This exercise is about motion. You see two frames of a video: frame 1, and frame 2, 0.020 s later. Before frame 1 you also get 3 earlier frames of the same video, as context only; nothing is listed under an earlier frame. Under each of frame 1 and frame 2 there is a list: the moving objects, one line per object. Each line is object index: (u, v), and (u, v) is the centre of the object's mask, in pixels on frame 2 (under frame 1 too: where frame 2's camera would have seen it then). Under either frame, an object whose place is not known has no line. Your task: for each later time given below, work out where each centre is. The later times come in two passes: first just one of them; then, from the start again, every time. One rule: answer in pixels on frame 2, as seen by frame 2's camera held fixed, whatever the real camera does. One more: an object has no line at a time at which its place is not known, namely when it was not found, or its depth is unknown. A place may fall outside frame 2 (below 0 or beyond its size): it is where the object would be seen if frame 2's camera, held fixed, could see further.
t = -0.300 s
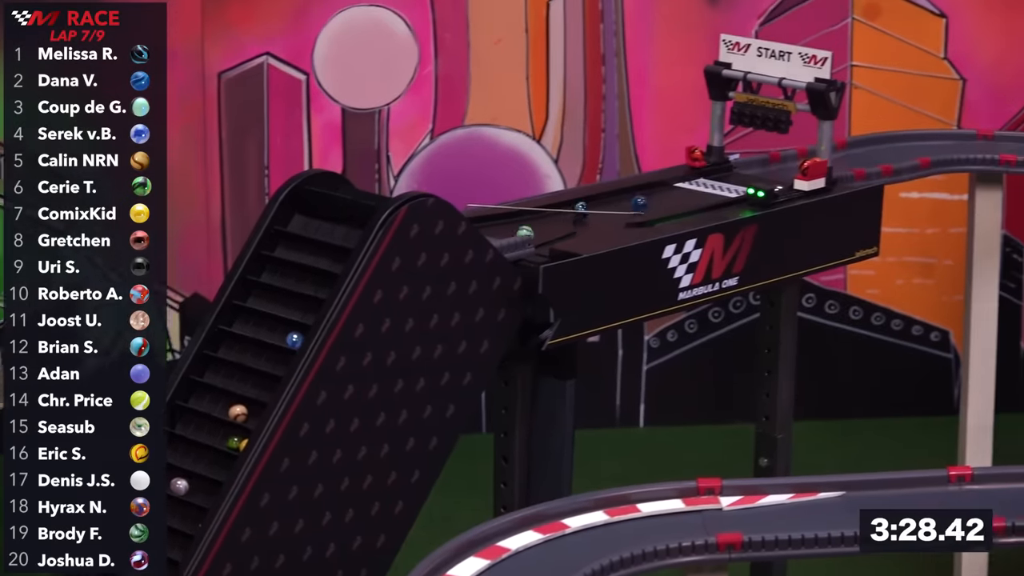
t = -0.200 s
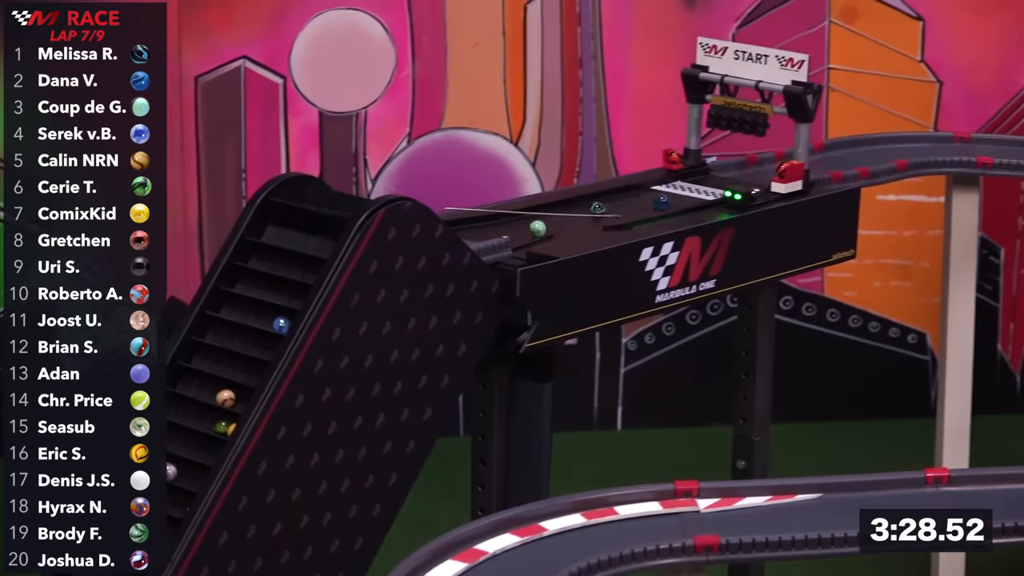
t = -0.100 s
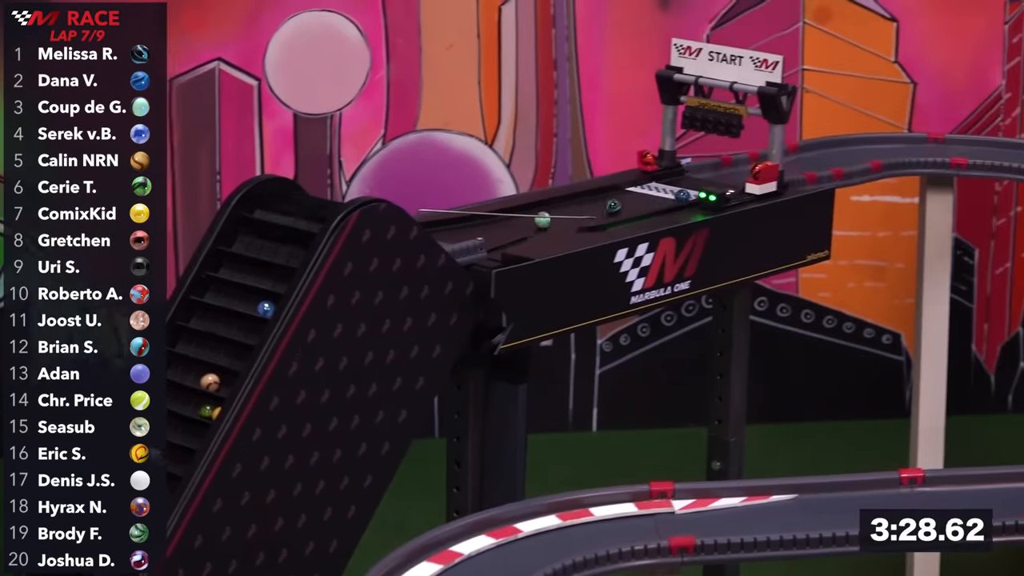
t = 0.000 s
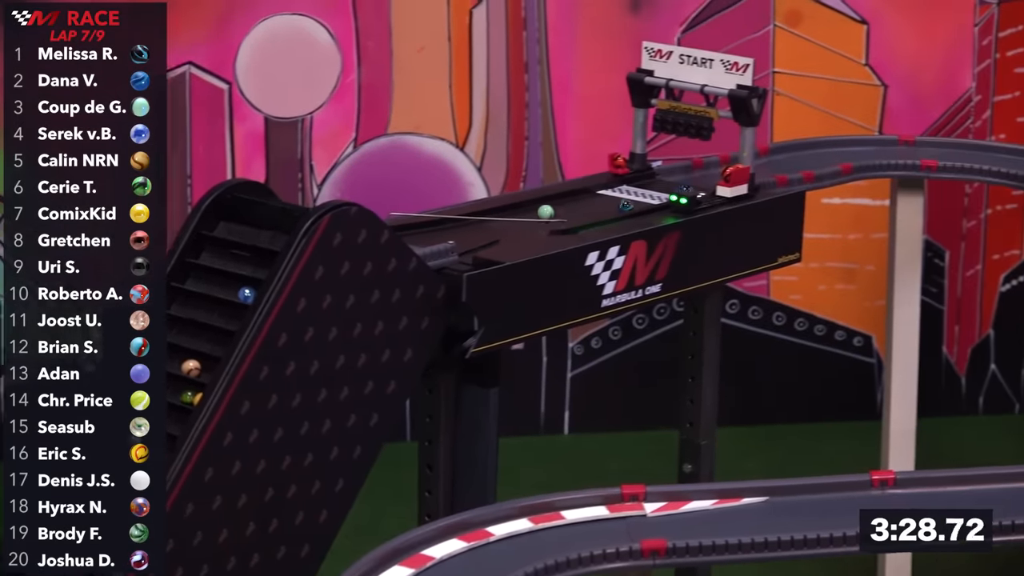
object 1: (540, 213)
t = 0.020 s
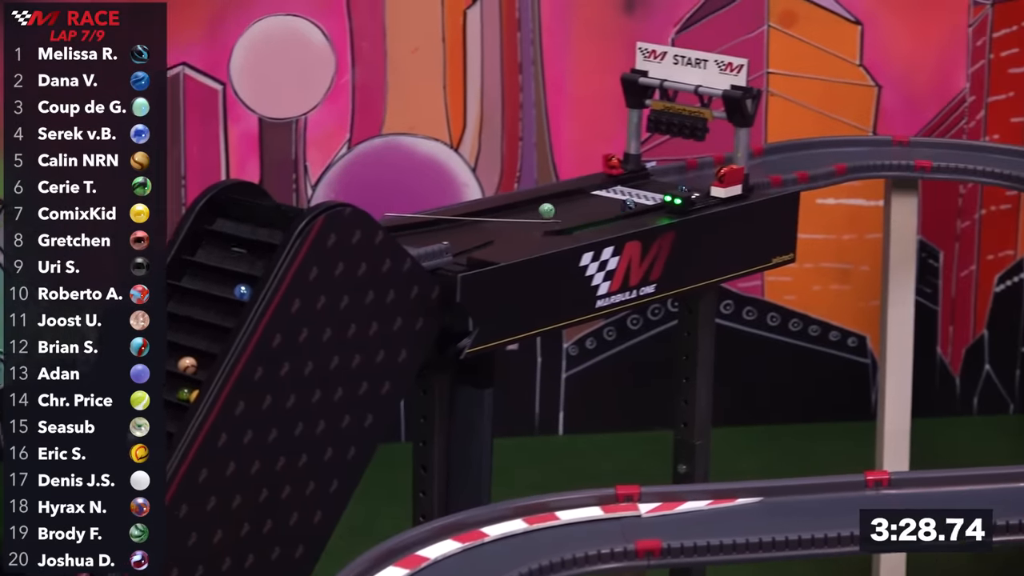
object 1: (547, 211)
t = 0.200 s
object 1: (607, 192)
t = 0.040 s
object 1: (553, 209)
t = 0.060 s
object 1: (559, 207)
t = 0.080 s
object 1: (566, 205)
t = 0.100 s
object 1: (573, 202)
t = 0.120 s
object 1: (580, 200)
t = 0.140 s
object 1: (587, 198)
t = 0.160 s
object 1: (593, 196)
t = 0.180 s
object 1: (600, 194)
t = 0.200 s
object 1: (607, 192)
